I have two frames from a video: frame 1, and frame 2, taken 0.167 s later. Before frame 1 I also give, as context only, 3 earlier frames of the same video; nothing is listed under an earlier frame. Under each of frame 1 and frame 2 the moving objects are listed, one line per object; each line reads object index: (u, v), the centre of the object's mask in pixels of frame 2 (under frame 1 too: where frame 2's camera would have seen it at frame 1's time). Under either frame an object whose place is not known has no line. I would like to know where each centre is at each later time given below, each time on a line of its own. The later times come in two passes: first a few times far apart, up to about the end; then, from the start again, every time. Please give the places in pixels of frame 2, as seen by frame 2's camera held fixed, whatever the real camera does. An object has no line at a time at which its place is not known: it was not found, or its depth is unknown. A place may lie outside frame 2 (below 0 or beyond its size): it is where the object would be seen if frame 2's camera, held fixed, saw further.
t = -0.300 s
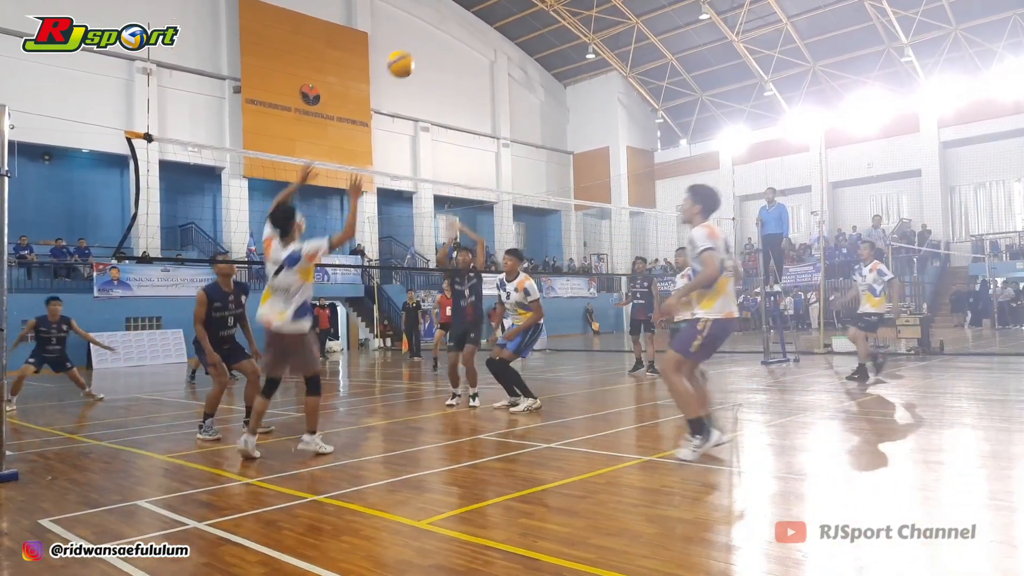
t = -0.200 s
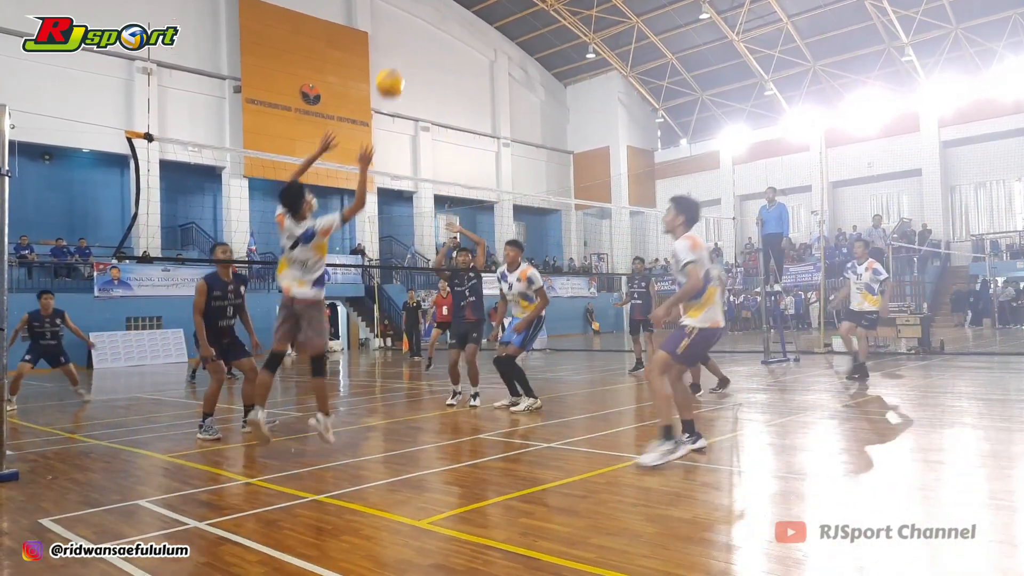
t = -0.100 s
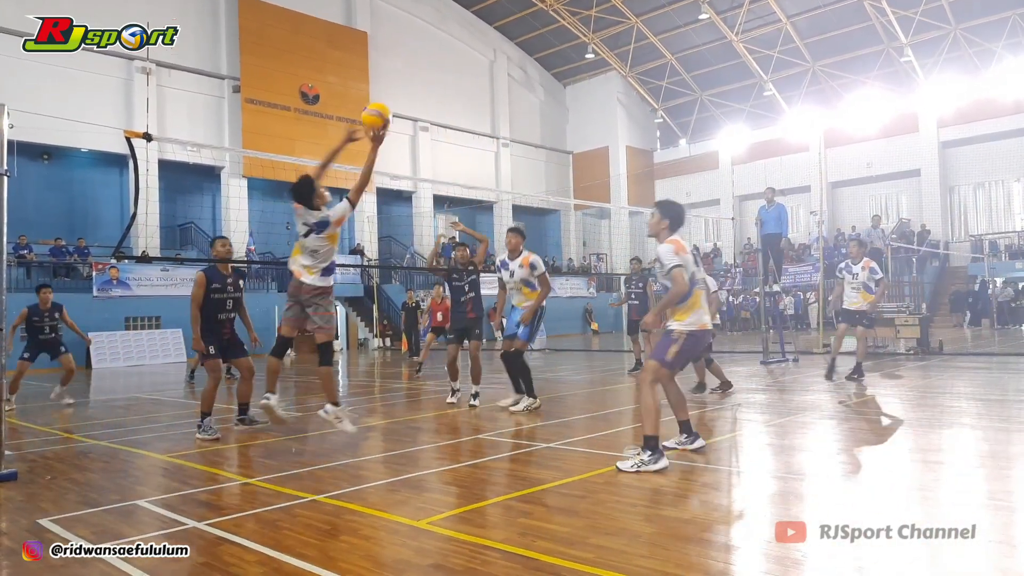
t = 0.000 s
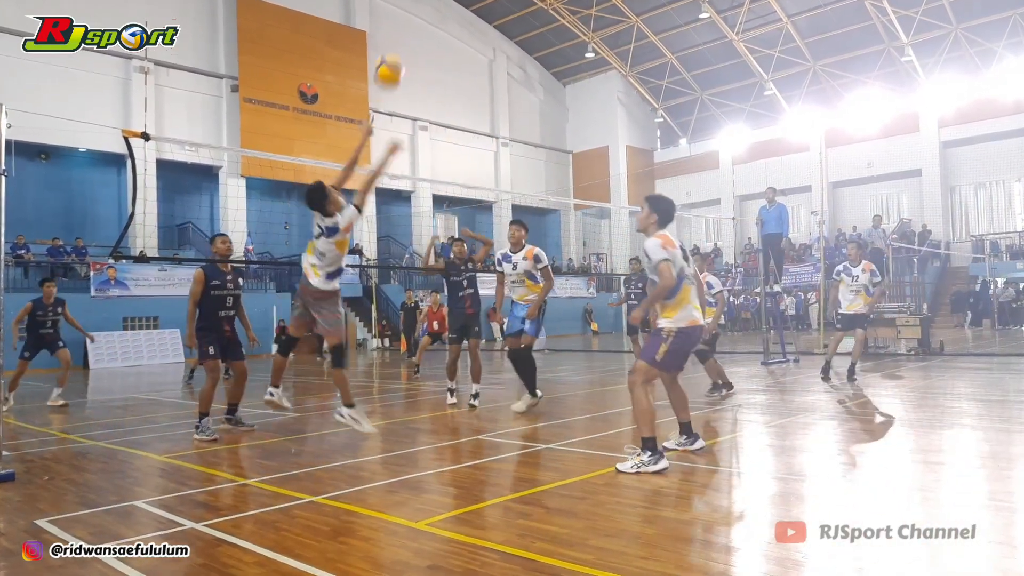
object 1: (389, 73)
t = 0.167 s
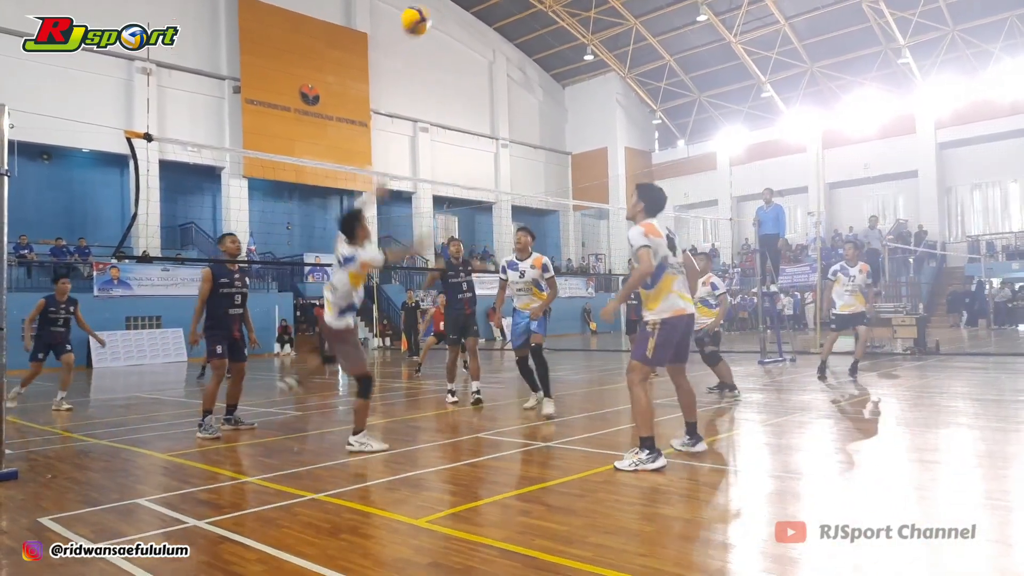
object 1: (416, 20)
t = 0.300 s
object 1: (437, 9)
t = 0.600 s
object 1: (481, 52)
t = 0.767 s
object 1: (505, 123)
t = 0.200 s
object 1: (421, 15)
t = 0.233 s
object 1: (427, 12)
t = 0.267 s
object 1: (432, 10)
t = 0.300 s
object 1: (437, 9)
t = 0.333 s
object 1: (441, 9)
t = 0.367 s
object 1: (447, 9)
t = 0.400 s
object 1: (451, 11)
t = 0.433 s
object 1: (456, 14)
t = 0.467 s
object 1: (460, 18)
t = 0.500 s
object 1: (466, 25)
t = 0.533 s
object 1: (471, 34)
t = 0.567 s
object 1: (476, 42)
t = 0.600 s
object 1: (481, 52)
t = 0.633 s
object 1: (486, 64)
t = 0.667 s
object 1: (490, 77)
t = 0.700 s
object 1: (494, 90)
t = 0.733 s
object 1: (499, 107)
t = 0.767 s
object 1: (505, 123)
